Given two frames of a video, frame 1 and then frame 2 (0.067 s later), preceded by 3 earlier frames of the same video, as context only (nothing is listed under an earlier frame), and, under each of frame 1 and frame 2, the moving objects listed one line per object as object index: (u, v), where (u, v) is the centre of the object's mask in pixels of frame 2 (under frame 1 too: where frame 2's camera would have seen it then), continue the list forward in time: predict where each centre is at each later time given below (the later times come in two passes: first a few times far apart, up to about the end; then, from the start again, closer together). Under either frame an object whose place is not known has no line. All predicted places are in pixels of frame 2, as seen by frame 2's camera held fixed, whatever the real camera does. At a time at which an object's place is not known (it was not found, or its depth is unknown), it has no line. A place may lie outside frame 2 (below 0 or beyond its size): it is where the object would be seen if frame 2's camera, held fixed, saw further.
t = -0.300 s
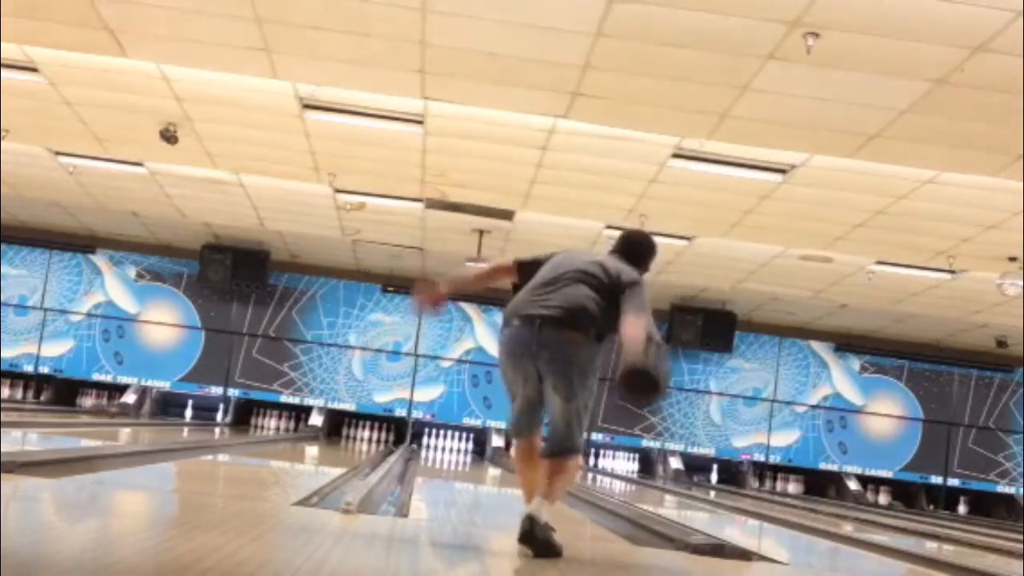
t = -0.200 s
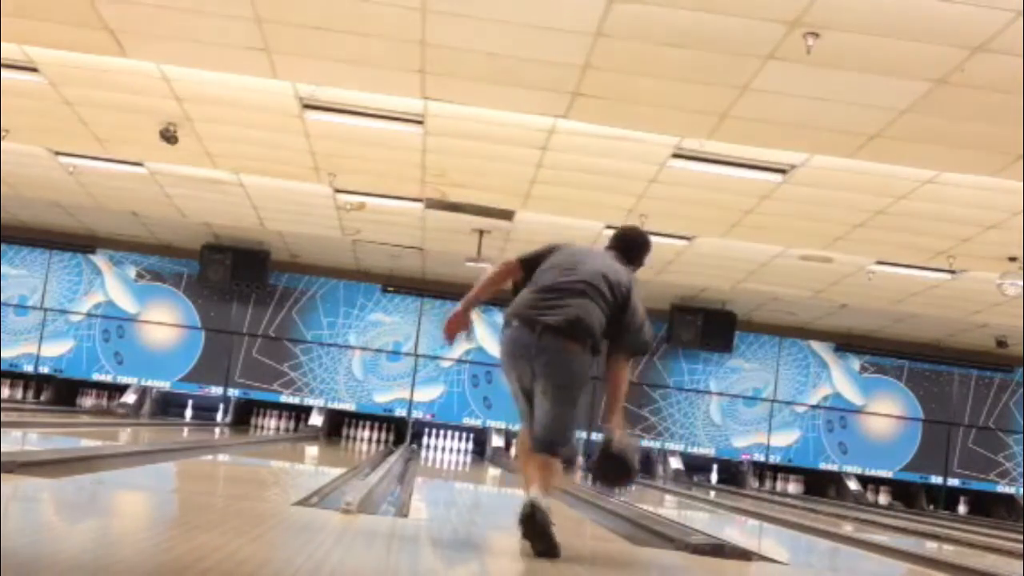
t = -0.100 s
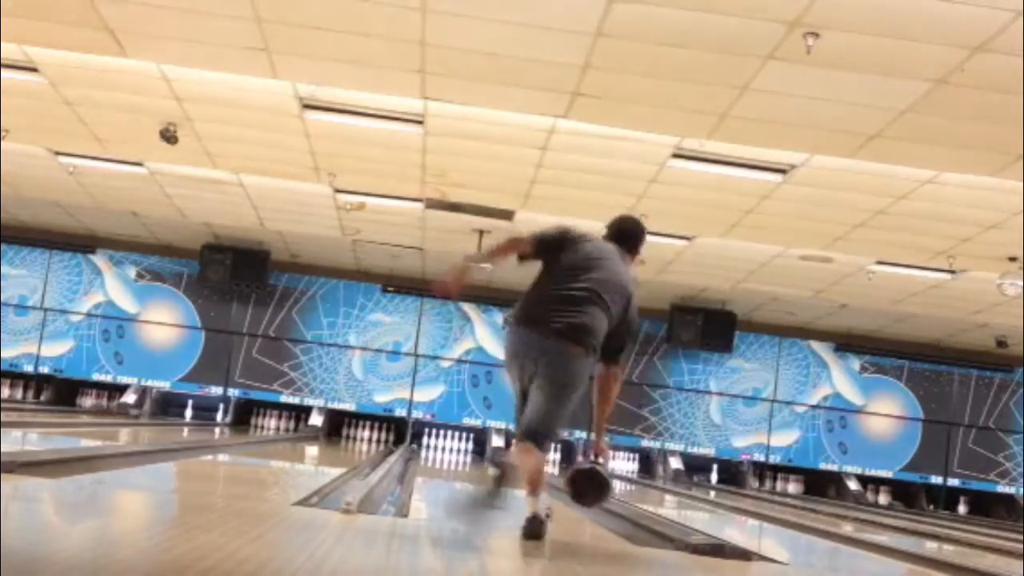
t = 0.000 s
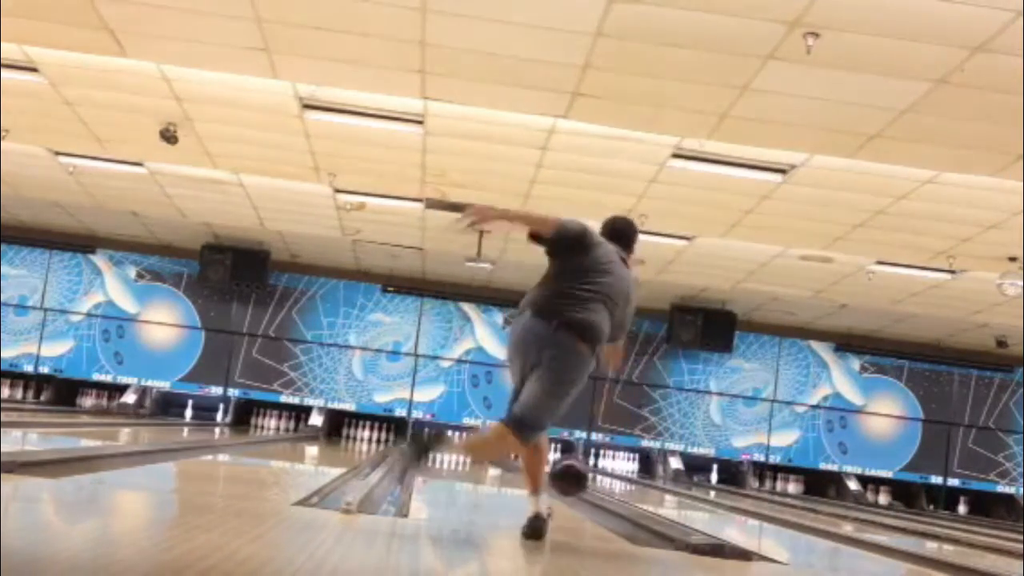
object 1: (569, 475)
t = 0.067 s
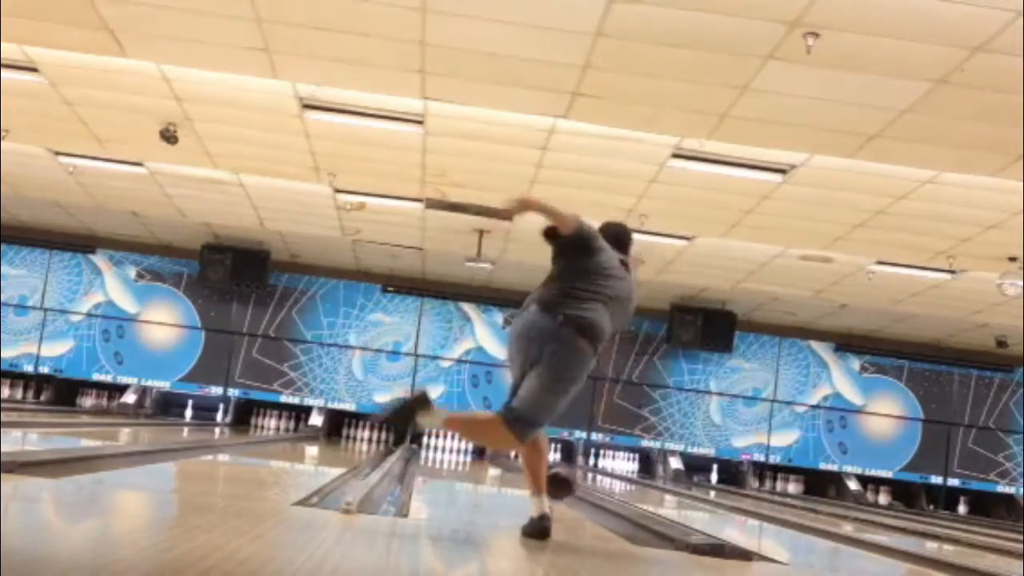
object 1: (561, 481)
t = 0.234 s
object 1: (525, 491)
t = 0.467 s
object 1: (515, 476)
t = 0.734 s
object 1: (499, 469)
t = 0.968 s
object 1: (490, 462)
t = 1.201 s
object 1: (480, 459)
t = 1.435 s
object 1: (476, 455)
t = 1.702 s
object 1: (466, 452)
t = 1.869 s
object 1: (462, 451)
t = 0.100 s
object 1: (558, 486)
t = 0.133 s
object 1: (554, 493)
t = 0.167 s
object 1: (551, 494)
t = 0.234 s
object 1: (525, 491)
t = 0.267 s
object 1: (523, 489)
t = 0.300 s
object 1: (522, 487)
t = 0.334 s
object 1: (521, 484)
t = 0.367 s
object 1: (519, 482)
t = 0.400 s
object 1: (519, 480)
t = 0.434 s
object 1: (517, 479)
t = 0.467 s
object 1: (515, 476)
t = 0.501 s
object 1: (513, 475)
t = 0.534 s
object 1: (510, 476)
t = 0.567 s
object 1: (506, 472)
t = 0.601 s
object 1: (506, 472)
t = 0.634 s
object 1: (504, 471)
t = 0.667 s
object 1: (503, 470)
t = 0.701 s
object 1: (501, 470)
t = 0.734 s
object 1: (499, 469)
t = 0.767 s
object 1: (498, 467)
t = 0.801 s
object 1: (497, 466)
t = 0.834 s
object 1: (496, 465)
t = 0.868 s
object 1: (492, 464)
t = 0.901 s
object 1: (492, 464)
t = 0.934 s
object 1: (490, 463)
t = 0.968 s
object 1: (490, 462)
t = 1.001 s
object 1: (488, 462)
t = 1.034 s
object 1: (487, 462)
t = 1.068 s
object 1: (485, 461)
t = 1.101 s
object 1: (483, 461)
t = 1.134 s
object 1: (483, 460)
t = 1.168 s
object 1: (482, 459)
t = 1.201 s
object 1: (480, 459)
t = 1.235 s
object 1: (480, 458)
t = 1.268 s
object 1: (480, 457)
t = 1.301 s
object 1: (478, 456)
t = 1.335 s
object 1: (478, 456)
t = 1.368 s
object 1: (477, 456)
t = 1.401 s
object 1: (477, 455)
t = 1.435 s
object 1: (476, 455)
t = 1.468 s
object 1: (474, 455)
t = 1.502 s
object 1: (473, 455)
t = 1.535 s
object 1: (473, 455)
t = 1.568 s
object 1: (472, 454)
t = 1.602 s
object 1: (472, 454)
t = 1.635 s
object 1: (470, 453)
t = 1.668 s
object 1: (468, 453)
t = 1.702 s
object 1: (466, 452)
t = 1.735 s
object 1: (466, 452)
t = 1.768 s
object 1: (464, 451)
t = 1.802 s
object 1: (463, 451)
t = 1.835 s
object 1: (462, 451)
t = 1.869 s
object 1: (462, 451)
